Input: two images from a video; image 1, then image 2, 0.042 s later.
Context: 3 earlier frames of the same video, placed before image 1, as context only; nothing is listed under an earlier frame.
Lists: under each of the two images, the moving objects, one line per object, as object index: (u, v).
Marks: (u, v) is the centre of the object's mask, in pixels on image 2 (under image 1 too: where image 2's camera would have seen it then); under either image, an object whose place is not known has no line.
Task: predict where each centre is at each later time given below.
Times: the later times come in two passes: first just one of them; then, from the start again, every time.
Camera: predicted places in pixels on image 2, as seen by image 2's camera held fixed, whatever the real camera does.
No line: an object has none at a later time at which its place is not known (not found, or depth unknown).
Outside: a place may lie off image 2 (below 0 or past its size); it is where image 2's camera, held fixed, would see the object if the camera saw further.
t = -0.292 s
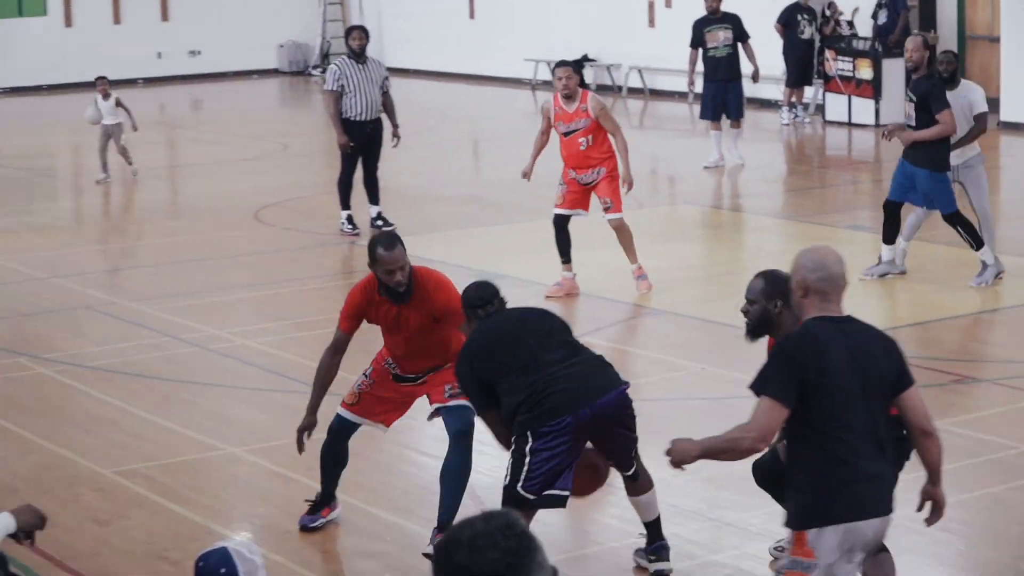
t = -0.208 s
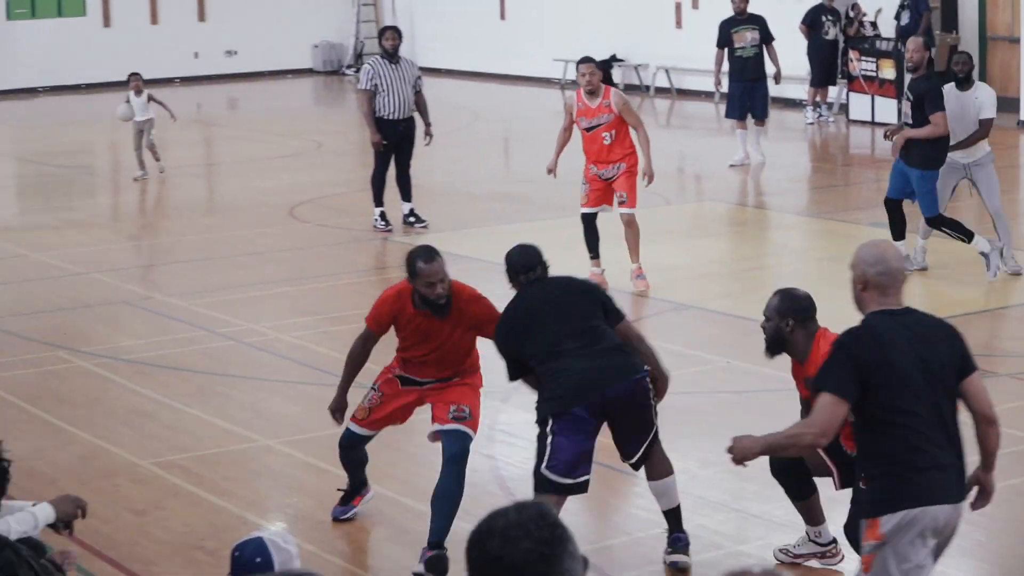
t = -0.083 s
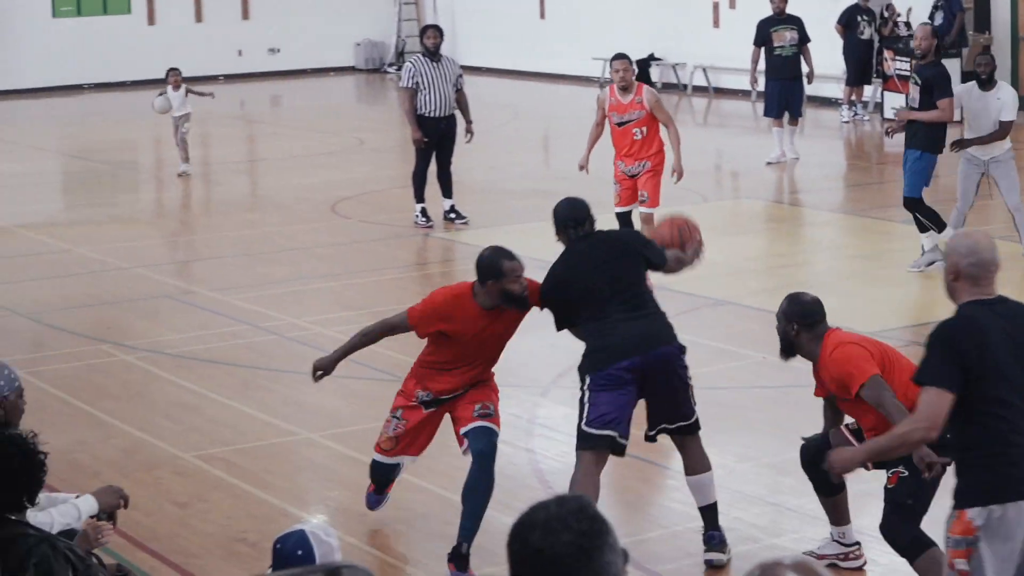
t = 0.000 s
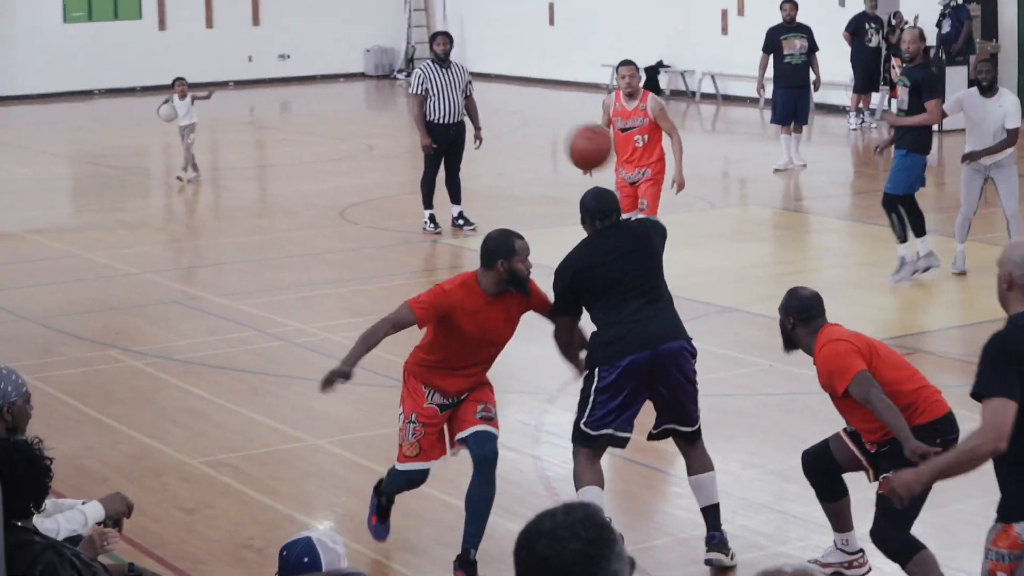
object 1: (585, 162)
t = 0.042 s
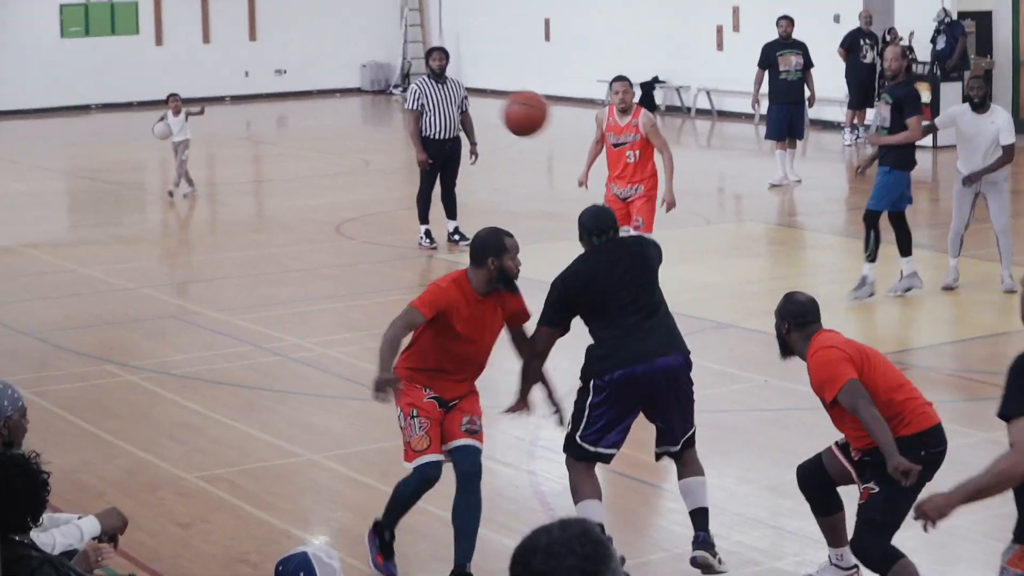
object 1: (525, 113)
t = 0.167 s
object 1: (396, 26)
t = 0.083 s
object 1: (487, 85)
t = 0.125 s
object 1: (432, 48)
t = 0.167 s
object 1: (396, 26)
